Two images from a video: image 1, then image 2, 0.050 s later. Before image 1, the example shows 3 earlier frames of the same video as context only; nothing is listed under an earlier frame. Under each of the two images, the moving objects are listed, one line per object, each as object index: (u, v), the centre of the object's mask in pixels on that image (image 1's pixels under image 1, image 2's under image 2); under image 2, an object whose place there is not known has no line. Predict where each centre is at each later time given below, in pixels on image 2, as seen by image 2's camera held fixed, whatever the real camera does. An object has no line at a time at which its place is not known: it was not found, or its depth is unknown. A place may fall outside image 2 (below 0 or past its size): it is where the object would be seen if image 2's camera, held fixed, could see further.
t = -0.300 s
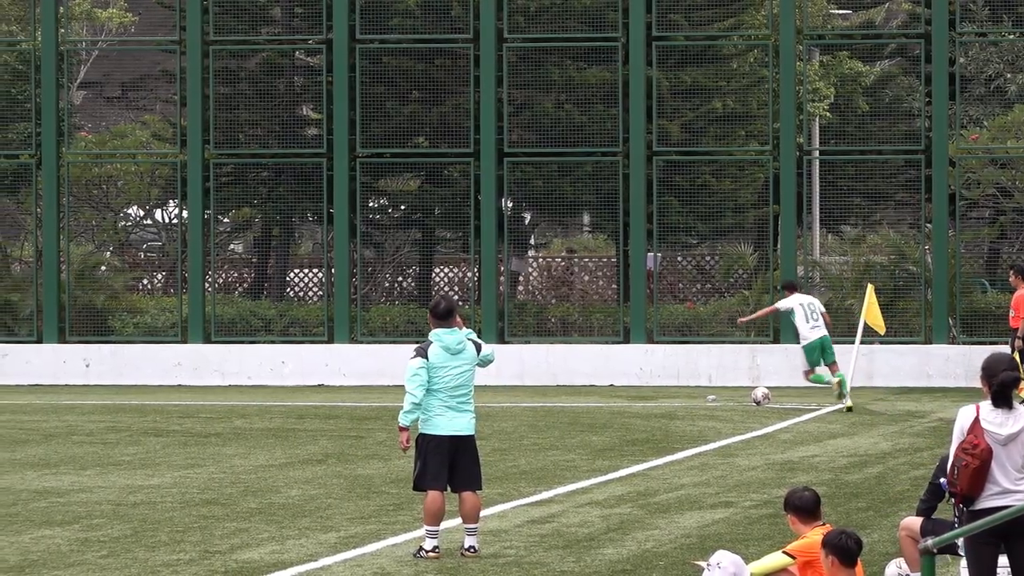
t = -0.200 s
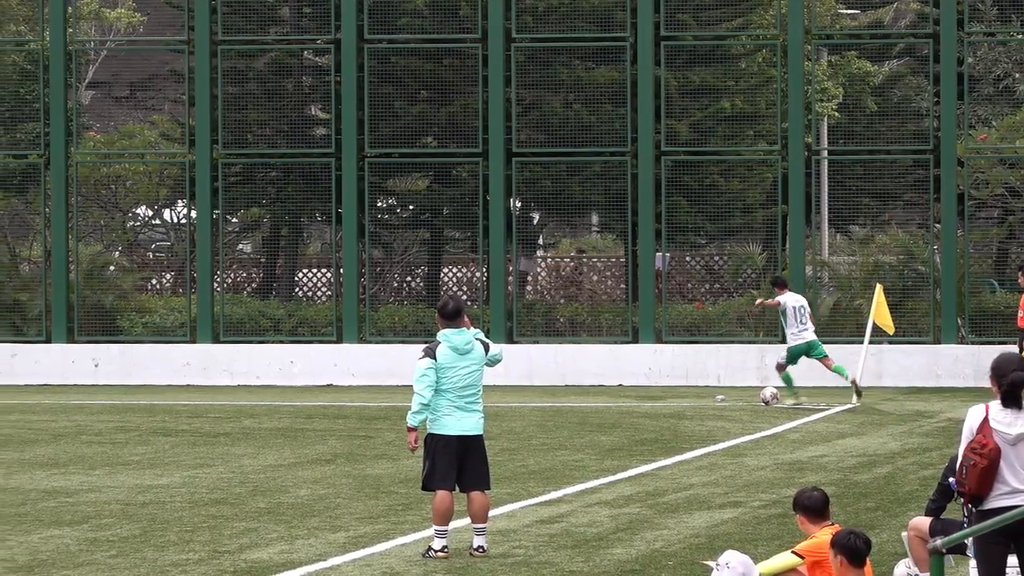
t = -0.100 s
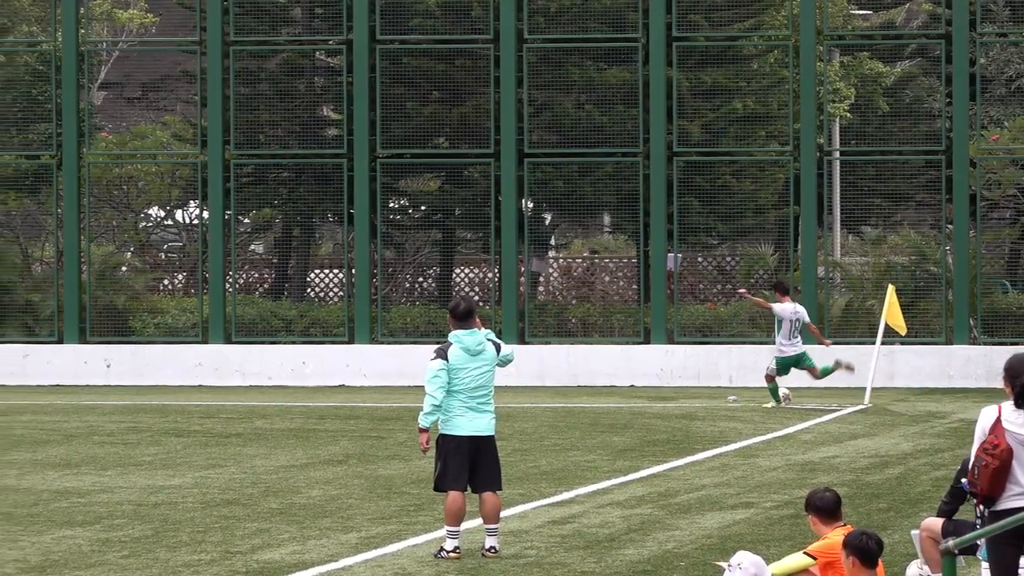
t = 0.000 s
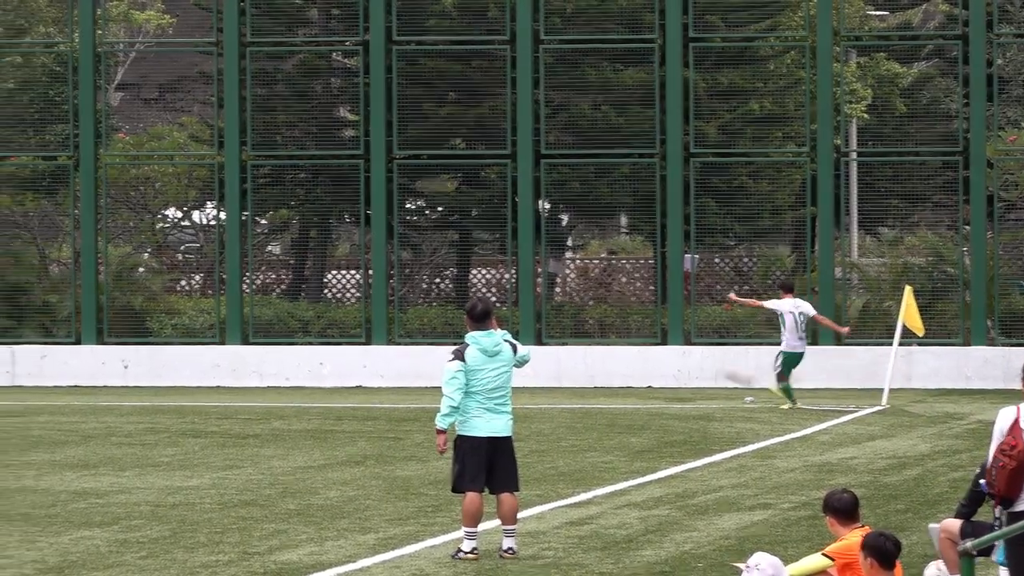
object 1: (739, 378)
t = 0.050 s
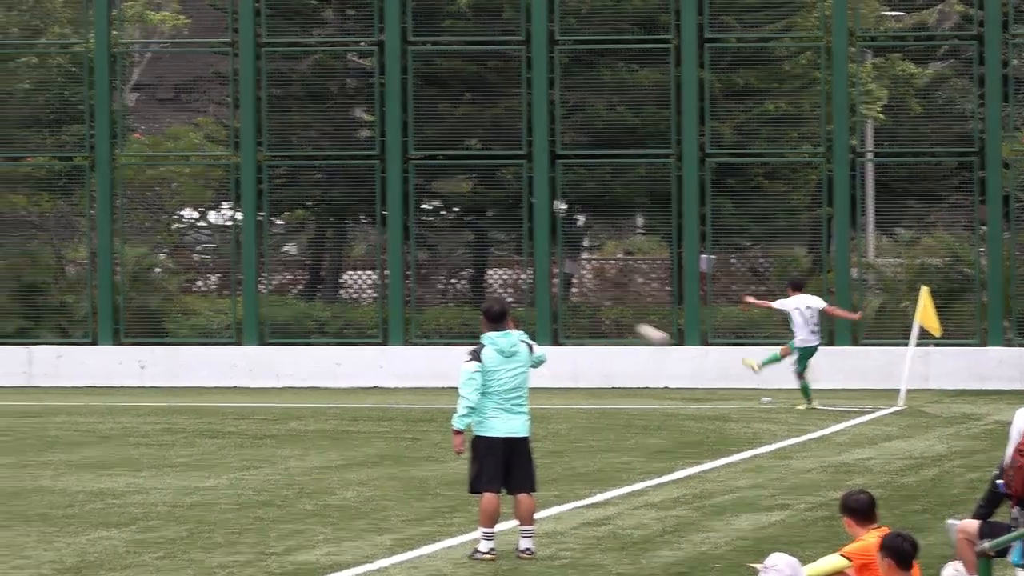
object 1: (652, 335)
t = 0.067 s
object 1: (617, 323)
